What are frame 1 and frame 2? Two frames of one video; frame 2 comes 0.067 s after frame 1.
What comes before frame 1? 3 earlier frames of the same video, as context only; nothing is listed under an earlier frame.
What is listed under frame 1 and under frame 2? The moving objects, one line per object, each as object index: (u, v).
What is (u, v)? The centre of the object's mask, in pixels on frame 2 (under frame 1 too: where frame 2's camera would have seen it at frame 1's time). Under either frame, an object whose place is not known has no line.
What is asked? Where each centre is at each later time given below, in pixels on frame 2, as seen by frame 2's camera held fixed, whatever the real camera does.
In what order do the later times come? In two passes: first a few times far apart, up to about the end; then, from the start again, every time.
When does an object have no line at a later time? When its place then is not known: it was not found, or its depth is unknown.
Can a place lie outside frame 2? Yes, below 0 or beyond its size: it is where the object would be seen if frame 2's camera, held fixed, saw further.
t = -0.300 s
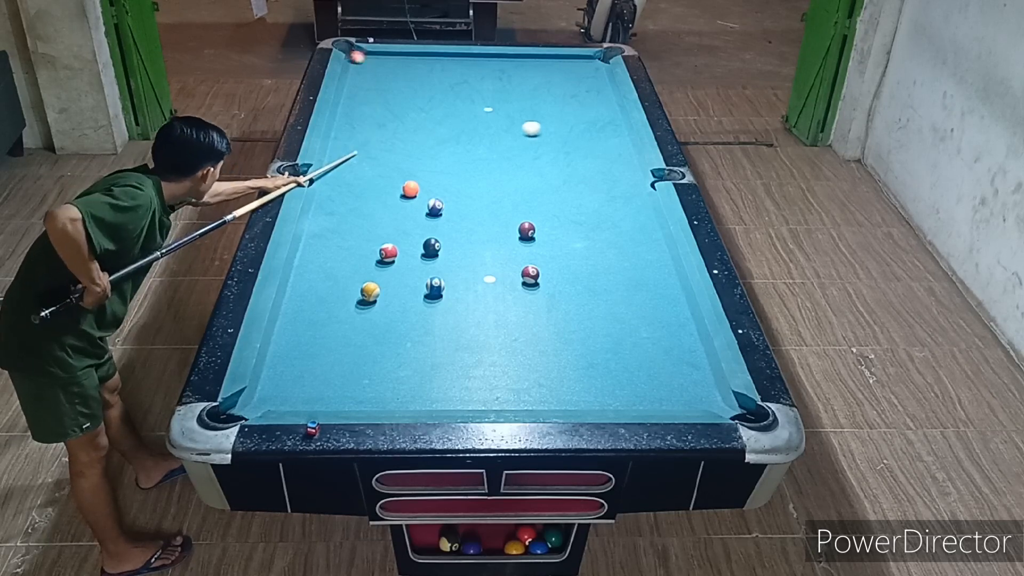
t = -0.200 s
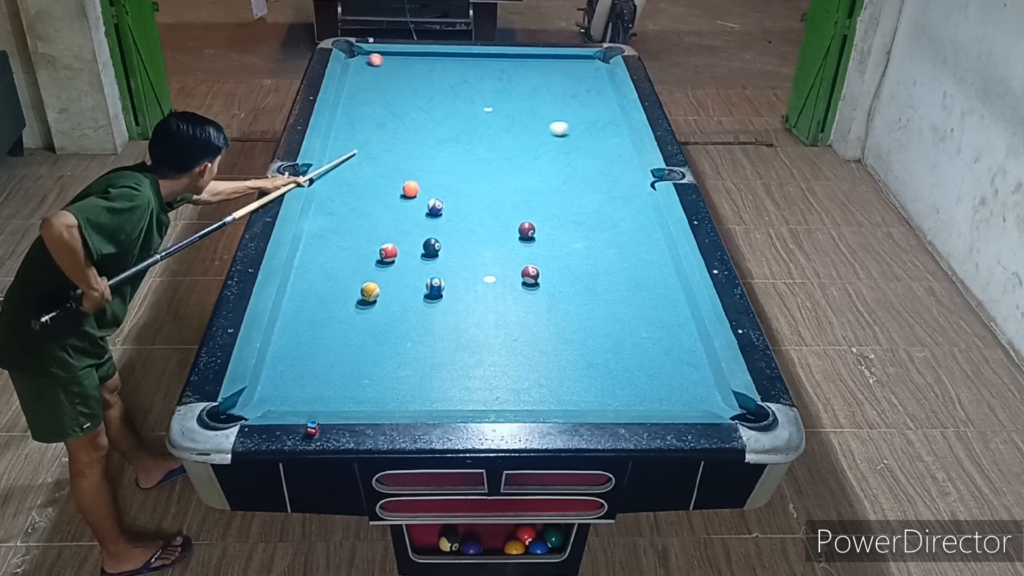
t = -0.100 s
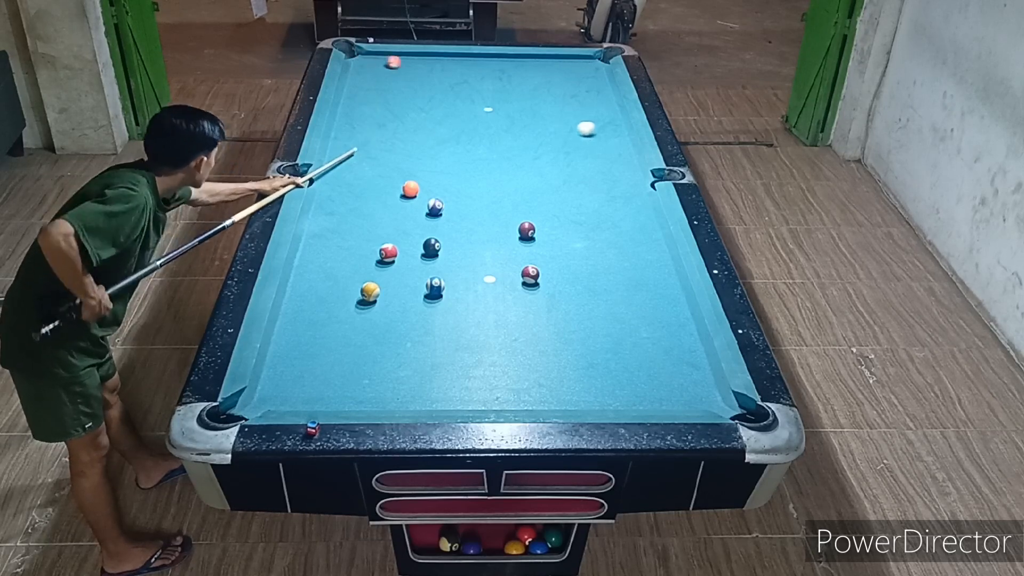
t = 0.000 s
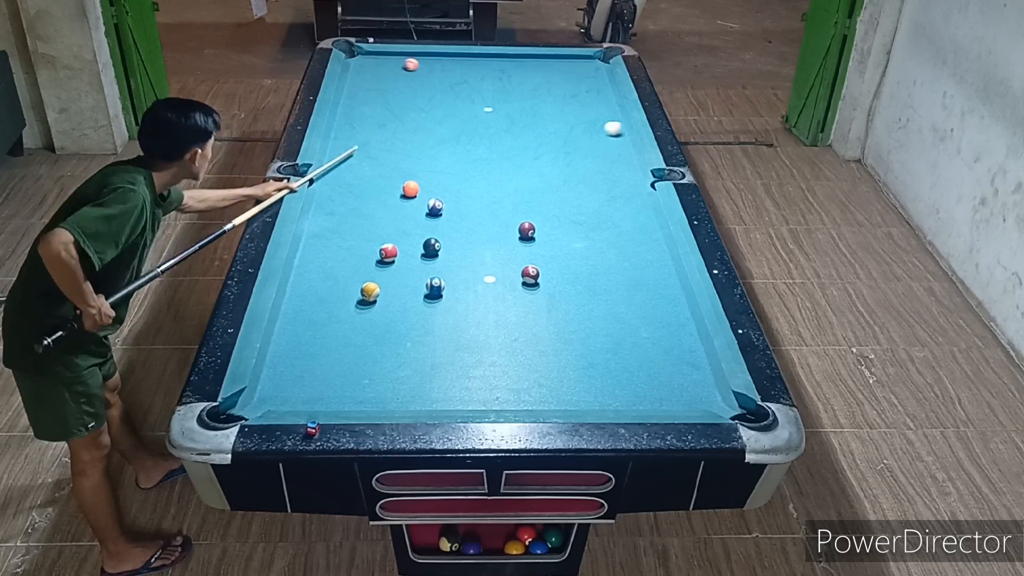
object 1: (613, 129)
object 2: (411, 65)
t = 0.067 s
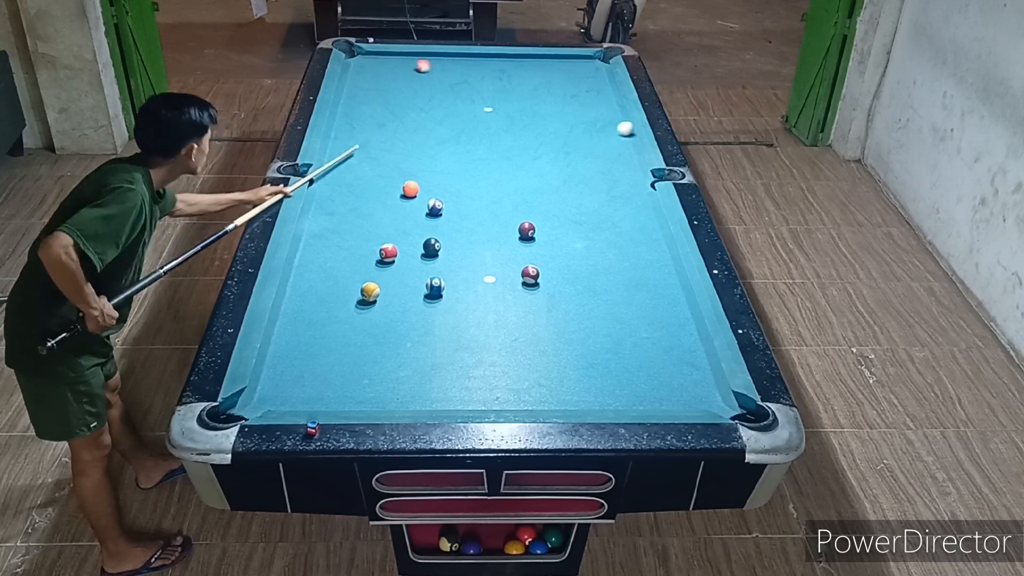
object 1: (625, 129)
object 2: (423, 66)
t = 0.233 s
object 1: (599, 132)
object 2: (452, 71)
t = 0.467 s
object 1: (566, 135)
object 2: (493, 76)
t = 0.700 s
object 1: (533, 139)
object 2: (534, 81)
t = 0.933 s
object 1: (501, 142)
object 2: (573, 86)
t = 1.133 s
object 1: (474, 144)
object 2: (607, 90)
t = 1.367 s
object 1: (444, 147)
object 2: (593, 92)
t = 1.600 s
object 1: (415, 150)
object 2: (569, 93)
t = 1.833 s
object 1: (386, 152)
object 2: (546, 95)
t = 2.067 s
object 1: (357, 154)
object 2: (524, 96)
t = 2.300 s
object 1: (331, 157)
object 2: (503, 97)
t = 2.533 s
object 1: (330, 158)
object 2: (483, 98)
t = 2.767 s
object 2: (464, 99)
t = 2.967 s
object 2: (449, 100)
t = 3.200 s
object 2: (432, 101)
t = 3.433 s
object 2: (417, 102)
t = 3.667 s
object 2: (403, 102)
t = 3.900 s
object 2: (390, 103)
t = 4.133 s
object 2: (379, 104)
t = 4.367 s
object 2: (369, 104)
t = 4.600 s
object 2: (360, 104)
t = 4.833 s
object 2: (352, 104)
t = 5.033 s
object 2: (347, 104)
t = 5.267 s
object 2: (341, 104)
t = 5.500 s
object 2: (338, 104)
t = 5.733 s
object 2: (339, 104)
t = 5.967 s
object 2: (339, 104)
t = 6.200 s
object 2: (339, 104)
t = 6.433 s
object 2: (339, 104)
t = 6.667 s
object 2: (339, 104)
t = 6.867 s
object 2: (339, 104)
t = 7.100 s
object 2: (339, 104)
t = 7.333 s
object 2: (339, 104)
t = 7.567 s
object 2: (339, 104)
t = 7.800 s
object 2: (339, 104)
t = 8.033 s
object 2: (339, 104)
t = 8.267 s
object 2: (339, 104)
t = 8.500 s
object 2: (339, 104)
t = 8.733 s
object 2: (339, 104)
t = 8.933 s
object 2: (339, 104)
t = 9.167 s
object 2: (339, 104)
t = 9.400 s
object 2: (339, 104)
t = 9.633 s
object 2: (339, 104)
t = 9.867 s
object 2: (339, 104)
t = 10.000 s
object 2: (339, 104)
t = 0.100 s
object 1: (620, 130)
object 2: (429, 67)
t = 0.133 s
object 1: (614, 130)
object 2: (434, 68)
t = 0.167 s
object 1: (609, 131)
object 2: (440, 69)
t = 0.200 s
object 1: (604, 131)
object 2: (446, 70)
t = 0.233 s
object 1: (599, 132)
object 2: (452, 71)
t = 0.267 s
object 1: (595, 132)
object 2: (458, 71)
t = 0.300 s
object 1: (590, 133)
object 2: (464, 72)
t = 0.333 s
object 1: (585, 133)
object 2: (470, 73)
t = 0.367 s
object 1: (580, 134)
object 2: (475, 74)
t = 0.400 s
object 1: (575, 134)
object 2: (481, 74)
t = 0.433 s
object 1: (571, 135)
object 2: (487, 75)
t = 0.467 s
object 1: (566, 135)
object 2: (493, 76)
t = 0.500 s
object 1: (561, 136)
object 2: (499, 76)
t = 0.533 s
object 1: (556, 136)
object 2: (505, 77)
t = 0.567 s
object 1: (552, 137)
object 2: (510, 78)
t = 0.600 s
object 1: (547, 137)
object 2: (516, 79)
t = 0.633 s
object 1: (542, 138)
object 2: (522, 79)
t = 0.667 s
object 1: (538, 138)
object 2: (528, 80)
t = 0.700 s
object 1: (533, 139)
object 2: (534, 81)
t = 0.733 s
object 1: (528, 139)
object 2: (539, 81)
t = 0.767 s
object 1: (524, 139)
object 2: (545, 82)
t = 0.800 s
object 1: (519, 140)
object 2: (551, 83)
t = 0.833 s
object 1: (515, 140)
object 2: (556, 84)
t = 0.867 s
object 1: (510, 141)
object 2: (562, 84)
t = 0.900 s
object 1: (505, 141)
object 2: (568, 85)
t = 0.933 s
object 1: (501, 142)
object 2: (573, 86)
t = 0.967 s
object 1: (497, 142)
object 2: (579, 87)
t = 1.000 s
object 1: (492, 143)
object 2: (584, 87)
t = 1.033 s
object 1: (488, 143)
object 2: (590, 88)
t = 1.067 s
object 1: (483, 143)
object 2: (595, 89)
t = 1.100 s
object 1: (479, 144)
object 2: (601, 90)
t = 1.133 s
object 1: (474, 144)
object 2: (607, 90)
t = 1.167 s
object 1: (470, 145)
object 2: (612, 91)
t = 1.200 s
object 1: (466, 145)
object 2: (611, 91)
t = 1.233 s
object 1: (461, 146)
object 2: (608, 91)
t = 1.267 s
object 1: (457, 146)
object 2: (604, 92)
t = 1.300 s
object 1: (452, 146)
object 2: (600, 92)
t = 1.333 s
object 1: (448, 147)
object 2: (597, 92)
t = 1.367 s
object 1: (444, 147)
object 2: (593, 92)
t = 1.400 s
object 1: (440, 147)
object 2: (590, 92)
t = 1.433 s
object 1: (436, 148)
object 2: (586, 92)
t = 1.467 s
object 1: (431, 148)
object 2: (583, 93)
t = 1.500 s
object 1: (427, 149)
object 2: (579, 93)
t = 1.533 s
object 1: (423, 149)
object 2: (576, 93)
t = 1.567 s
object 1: (419, 149)
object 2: (572, 93)
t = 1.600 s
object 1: (415, 150)
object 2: (569, 93)
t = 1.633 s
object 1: (410, 150)
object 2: (566, 94)
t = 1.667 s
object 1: (406, 151)
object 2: (562, 94)
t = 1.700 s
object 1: (402, 151)
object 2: (559, 94)
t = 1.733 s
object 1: (398, 151)
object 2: (556, 94)
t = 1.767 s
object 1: (394, 152)
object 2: (552, 94)
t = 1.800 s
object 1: (390, 152)
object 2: (549, 94)
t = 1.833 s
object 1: (386, 152)
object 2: (546, 95)
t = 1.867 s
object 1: (381, 153)
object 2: (542, 95)
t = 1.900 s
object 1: (378, 153)
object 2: (539, 95)
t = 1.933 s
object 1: (373, 153)
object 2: (536, 95)
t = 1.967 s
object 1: (369, 154)
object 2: (533, 95)
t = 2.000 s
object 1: (365, 154)
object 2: (530, 96)
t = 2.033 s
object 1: (361, 154)
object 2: (527, 96)
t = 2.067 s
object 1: (357, 154)
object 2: (524, 96)
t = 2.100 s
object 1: (354, 155)
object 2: (521, 96)
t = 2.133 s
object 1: (350, 155)
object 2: (518, 96)
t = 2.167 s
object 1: (346, 156)
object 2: (515, 96)
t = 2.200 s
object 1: (342, 156)
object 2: (512, 97)
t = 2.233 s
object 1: (338, 156)
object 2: (508, 97)
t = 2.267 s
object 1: (334, 156)
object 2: (505, 97)
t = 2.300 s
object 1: (331, 157)
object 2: (503, 97)
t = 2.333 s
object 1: (327, 157)
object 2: (500, 97)
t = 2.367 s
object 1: (324, 157)
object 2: (497, 97)
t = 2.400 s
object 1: (324, 157)
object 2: (494, 97)
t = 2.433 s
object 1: (325, 158)
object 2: (491, 98)
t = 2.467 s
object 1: (327, 158)
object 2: (488, 98)
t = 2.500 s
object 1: (329, 158)
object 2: (486, 98)
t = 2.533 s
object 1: (330, 158)
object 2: (483, 98)
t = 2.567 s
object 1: (332, 159)
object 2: (480, 98)
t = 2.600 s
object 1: (334, 159)
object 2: (477, 98)
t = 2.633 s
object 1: (336, 159)
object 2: (475, 98)
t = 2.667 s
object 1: (337, 159)
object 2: (472, 99)
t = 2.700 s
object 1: (339, 159)
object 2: (469, 99)
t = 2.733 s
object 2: (467, 99)
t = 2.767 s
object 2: (464, 99)
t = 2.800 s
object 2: (462, 99)
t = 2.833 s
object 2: (459, 99)
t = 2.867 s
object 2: (456, 100)
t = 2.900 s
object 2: (454, 100)
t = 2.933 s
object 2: (451, 100)
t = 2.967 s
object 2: (449, 100)
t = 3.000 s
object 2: (446, 100)
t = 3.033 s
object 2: (444, 100)
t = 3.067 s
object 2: (442, 100)
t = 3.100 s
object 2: (439, 101)
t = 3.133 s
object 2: (437, 101)
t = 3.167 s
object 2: (435, 101)
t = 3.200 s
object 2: (432, 101)
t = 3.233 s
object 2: (430, 101)
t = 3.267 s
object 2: (428, 101)
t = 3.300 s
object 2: (426, 101)
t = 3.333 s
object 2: (424, 101)
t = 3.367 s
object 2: (422, 101)
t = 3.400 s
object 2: (419, 102)
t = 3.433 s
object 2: (417, 102)
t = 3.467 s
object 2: (415, 102)
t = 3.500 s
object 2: (413, 102)
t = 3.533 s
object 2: (411, 102)
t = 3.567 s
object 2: (409, 102)
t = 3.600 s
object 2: (407, 102)
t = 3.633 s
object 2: (405, 102)
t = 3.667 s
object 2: (403, 102)
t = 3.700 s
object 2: (401, 102)
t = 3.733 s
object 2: (399, 103)
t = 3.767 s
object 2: (398, 103)
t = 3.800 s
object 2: (396, 103)
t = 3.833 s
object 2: (394, 103)
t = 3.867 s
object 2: (392, 103)
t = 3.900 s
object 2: (390, 103)
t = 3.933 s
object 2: (389, 103)
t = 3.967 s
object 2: (387, 103)
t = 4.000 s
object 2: (385, 103)
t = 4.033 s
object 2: (384, 103)
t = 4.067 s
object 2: (382, 103)
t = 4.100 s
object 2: (381, 103)
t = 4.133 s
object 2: (379, 104)
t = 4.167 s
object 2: (377, 104)
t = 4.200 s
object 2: (376, 104)
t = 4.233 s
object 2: (374, 104)
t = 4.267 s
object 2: (373, 104)
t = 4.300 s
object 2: (371, 104)
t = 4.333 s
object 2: (370, 104)
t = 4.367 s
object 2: (369, 104)
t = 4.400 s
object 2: (367, 104)
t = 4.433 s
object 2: (366, 104)
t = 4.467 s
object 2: (365, 104)
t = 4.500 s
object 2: (363, 104)
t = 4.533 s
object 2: (362, 105)
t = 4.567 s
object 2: (361, 104)
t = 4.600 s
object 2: (360, 104)
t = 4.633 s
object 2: (359, 104)
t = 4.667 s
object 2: (358, 105)
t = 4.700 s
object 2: (356, 104)
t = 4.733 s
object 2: (355, 104)
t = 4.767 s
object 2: (354, 104)
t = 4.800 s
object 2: (353, 104)
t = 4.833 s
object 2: (352, 104)
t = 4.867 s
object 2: (351, 104)
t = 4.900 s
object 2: (350, 104)
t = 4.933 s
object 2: (349, 104)
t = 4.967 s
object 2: (348, 104)
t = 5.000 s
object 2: (347, 104)
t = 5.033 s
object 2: (347, 104)
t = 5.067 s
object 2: (346, 104)
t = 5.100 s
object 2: (345, 104)
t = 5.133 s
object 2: (344, 104)
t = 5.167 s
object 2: (343, 104)
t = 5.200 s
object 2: (343, 104)
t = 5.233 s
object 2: (342, 104)
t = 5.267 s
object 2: (341, 104)
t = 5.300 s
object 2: (341, 104)
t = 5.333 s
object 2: (340, 104)
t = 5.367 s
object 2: (340, 104)
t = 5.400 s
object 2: (339, 104)
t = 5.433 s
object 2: (339, 103)
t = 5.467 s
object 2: (339, 103)
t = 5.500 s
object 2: (338, 104)
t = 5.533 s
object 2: (338, 104)
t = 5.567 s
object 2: (338, 104)
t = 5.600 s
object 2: (338, 104)
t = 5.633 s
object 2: (338, 104)
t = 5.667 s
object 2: (338, 103)
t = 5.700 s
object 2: (339, 103)
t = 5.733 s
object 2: (339, 104)
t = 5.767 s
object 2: (339, 103)
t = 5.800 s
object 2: (339, 103)
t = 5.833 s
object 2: (339, 104)
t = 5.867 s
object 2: (339, 104)
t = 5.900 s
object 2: (339, 104)
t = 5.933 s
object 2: (339, 104)
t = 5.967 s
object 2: (339, 104)
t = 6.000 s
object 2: (339, 104)
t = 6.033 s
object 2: (339, 104)
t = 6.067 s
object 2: (339, 103)
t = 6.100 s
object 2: (339, 104)
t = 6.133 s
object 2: (339, 104)
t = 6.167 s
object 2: (339, 104)
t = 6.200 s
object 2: (339, 104)
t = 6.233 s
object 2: (339, 104)
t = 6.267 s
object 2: (339, 104)
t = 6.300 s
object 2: (339, 104)
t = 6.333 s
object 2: (339, 104)
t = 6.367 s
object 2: (339, 104)
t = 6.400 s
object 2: (339, 104)
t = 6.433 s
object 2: (339, 104)
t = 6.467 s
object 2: (339, 104)
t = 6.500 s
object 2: (339, 104)
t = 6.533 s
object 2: (339, 104)
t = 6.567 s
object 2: (339, 104)
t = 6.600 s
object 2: (339, 104)
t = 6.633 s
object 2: (339, 104)
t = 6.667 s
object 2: (339, 104)
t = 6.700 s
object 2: (339, 104)
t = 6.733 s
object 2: (339, 104)
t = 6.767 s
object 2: (339, 104)
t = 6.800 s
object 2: (339, 104)
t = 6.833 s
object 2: (339, 104)
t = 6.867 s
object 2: (339, 104)
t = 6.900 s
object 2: (339, 104)
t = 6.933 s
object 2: (339, 104)
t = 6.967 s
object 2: (339, 104)
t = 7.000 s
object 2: (339, 104)
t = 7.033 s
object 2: (339, 104)
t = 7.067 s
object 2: (339, 104)
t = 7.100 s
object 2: (339, 104)
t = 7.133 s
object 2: (339, 104)
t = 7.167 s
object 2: (339, 104)
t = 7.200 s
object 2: (339, 104)
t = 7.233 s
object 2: (339, 104)
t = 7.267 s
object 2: (339, 104)
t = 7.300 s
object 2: (339, 104)
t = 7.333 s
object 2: (339, 104)
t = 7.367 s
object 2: (339, 104)
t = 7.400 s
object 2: (339, 104)
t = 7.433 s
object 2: (339, 104)
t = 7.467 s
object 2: (339, 104)
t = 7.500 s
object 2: (339, 104)
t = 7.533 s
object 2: (339, 104)
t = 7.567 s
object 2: (339, 104)
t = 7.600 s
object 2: (339, 104)
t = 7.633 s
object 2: (339, 104)
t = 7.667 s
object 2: (339, 104)
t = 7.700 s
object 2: (339, 104)
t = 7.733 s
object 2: (339, 104)
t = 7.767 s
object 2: (339, 104)
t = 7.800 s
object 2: (339, 104)
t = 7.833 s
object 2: (339, 104)
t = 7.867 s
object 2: (339, 104)
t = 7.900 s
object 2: (339, 104)
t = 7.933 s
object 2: (339, 104)
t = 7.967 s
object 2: (339, 104)
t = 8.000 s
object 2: (339, 104)
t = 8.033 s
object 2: (339, 104)
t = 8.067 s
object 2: (339, 104)
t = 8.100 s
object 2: (339, 104)
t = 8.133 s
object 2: (339, 104)
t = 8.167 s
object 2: (339, 104)
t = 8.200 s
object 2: (339, 104)
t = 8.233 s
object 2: (339, 104)
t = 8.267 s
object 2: (339, 104)
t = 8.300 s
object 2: (339, 104)
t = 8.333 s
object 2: (339, 104)
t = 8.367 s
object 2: (339, 104)
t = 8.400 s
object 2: (339, 104)
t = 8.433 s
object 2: (339, 104)
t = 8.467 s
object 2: (339, 104)
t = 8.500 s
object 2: (339, 104)
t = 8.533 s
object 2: (339, 104)
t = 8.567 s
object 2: (339, 104)
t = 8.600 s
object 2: (339, 104)
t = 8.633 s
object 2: (339, 104)
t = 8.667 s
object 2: (339, 104)
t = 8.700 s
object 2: (339, 104)
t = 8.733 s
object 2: (339, 104)
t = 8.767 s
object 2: (339, 104)
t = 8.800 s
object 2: (339, 104)
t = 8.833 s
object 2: (339, 104)
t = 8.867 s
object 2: (339, 104)
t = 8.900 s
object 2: (339, 104)
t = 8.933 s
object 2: (339, 104)
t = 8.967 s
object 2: (339, 104)
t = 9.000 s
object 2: (339, 104)
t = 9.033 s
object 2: (339, 104)
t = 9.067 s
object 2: (339, 104)
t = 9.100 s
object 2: (339, 104)
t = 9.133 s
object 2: (339, 104)
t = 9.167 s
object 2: (339, 104)
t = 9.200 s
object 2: (340, 104)
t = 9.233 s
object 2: (340, 104)
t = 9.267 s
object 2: (340, 104)
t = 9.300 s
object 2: (340, 104)
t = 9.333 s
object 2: (340, 104)
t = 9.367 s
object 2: (339, 104)
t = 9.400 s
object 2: (339, 104)
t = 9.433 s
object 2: (339, 104)
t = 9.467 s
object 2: (339, 104)
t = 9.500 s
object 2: (339, 104)
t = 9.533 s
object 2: (339, 104)
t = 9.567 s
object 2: (339, 104)
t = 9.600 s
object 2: (340, 104)
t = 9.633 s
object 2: (339, 104)
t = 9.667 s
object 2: (339, 104)
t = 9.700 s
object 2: (339, 104)
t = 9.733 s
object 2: (340, 104)
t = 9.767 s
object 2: (340, 104)
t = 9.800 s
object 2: (340, 104)
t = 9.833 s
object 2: (340, 104)
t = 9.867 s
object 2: (339, 104)
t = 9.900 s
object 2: (339, 104)
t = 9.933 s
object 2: (340, 104)
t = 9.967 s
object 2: (340, 104)
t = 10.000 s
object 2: (339, 104)
